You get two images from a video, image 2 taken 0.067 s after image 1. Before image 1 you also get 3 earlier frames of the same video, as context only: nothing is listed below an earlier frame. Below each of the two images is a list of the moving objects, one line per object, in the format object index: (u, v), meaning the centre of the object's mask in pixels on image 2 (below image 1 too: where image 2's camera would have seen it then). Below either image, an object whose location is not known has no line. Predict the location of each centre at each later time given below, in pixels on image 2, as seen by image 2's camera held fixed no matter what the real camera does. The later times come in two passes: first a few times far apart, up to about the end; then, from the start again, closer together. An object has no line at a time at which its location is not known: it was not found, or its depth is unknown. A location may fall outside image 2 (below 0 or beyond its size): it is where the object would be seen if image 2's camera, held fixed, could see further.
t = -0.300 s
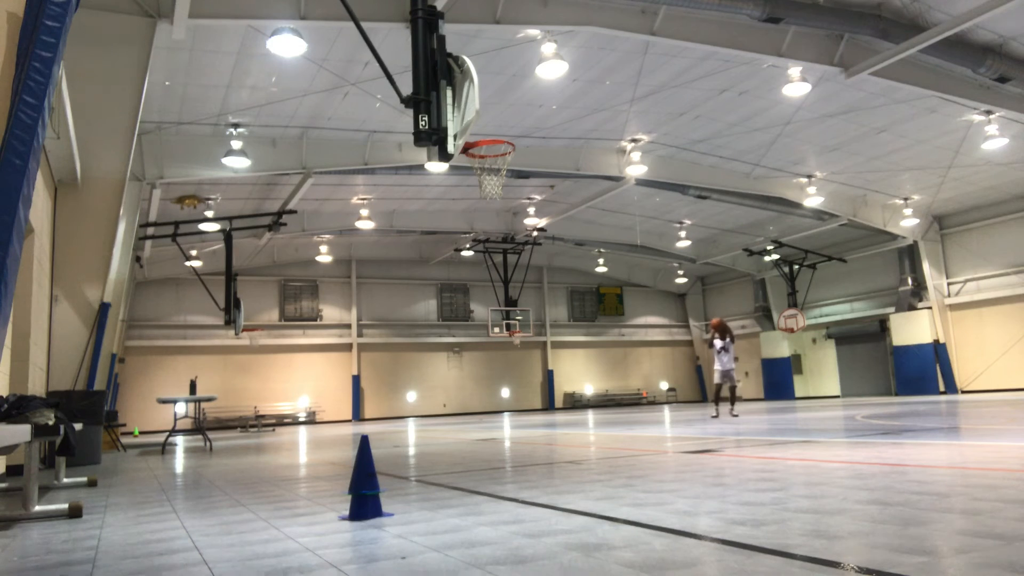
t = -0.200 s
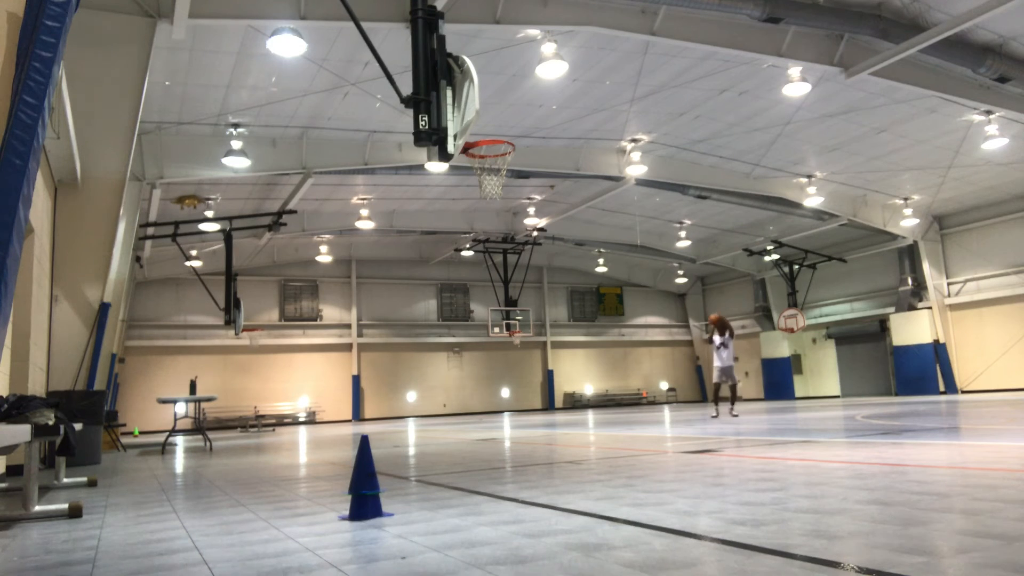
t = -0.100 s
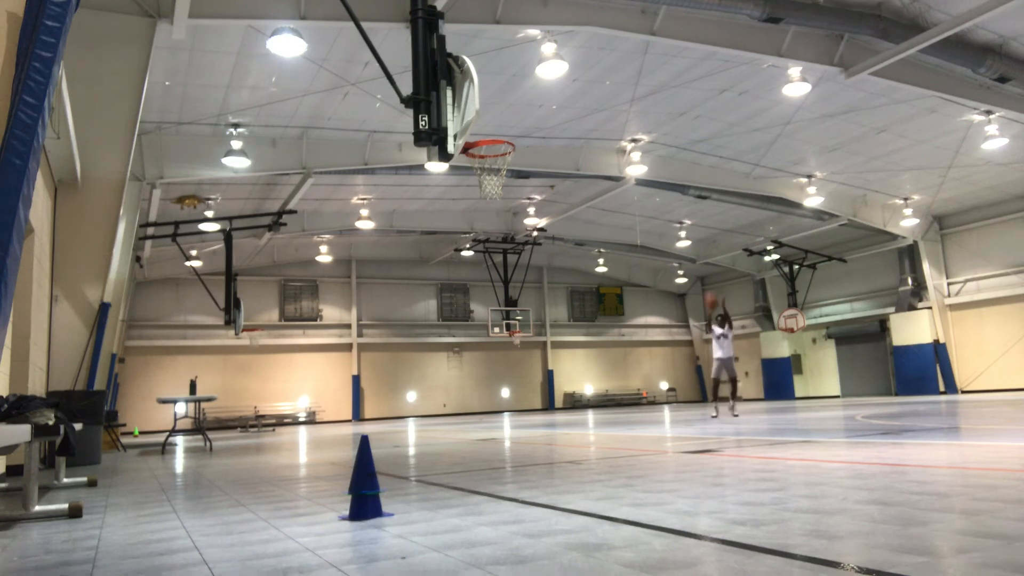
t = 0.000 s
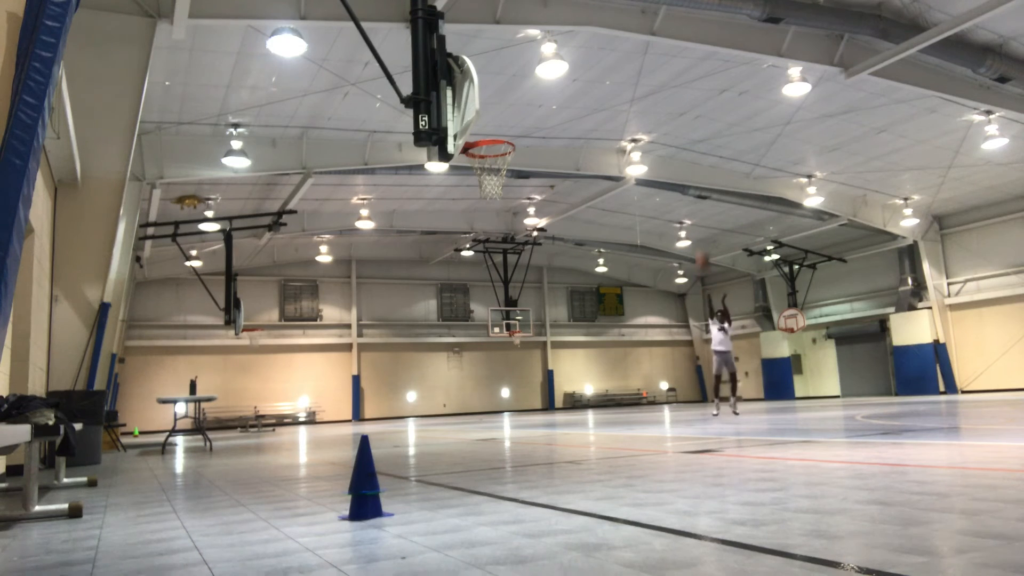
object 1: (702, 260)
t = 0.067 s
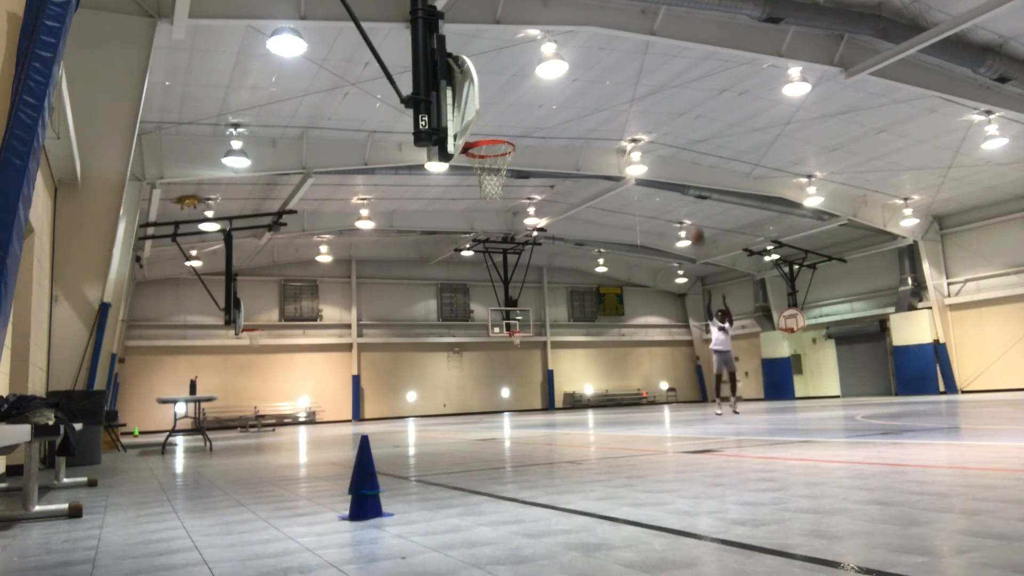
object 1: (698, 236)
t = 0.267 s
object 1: (680, 173)
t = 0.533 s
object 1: (660, 122)
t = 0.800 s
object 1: (640, 112)
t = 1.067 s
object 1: (622, 148)
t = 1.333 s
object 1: (606, 239)
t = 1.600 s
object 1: (589, 403)
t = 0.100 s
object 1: (695, 224)
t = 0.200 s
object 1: (686, 192)
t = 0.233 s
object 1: (683, 183)
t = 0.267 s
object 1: (680, 173)
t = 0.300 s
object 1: (677, 165)
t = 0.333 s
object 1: (675, 157)
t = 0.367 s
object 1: (672, 150)
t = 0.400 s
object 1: (670, 143)
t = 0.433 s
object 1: (667, 137)
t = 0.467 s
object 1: (665, 131)
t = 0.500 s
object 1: (662, 126)
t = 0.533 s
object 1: (660, 122)
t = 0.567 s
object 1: (657, 118)
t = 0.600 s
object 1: (655, 115)
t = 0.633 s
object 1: (652, 113)
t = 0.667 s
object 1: (650, 112)
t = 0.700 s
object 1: (647, 110)
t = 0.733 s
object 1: (645, 110)
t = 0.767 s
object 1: (643, 110)
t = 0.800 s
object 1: (640, 112)
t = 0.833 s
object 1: (638, 113)
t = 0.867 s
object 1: (636, 116)
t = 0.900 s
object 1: (633, 119)
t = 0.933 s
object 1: (631, 123)
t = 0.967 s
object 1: (629, 128)
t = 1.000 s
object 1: (626, 134)
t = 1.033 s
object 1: (624, 141)
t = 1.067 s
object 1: (622, 148)
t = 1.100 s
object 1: (620, 156)
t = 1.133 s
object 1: (617, 166)
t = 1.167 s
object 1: (616, 175)
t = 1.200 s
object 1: (614, 187)
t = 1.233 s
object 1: (612, 199)
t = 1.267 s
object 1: (610, 211)
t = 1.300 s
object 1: (608, 225)
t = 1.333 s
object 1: (606, 239)
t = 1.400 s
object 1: (602, 276)
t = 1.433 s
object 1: (600, 292)
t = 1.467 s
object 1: (598, 309)
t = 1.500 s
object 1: (596, 328)
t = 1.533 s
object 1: (594, 354)
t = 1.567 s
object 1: (593, 372)
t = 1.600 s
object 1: (589, 403)
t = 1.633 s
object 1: (588, 424)
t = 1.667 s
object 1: (585, 411)
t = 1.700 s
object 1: (581, 394)
